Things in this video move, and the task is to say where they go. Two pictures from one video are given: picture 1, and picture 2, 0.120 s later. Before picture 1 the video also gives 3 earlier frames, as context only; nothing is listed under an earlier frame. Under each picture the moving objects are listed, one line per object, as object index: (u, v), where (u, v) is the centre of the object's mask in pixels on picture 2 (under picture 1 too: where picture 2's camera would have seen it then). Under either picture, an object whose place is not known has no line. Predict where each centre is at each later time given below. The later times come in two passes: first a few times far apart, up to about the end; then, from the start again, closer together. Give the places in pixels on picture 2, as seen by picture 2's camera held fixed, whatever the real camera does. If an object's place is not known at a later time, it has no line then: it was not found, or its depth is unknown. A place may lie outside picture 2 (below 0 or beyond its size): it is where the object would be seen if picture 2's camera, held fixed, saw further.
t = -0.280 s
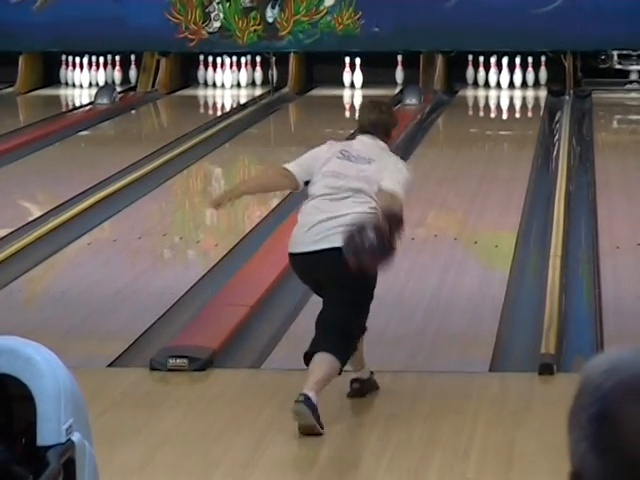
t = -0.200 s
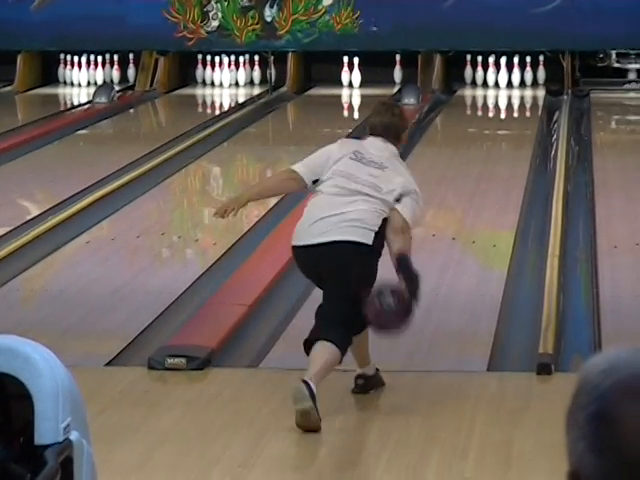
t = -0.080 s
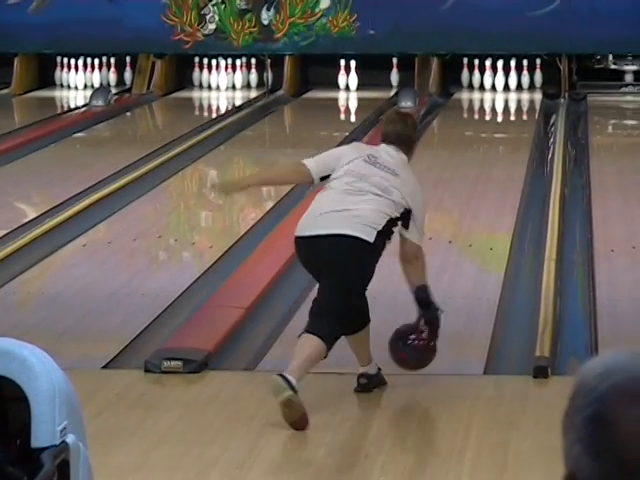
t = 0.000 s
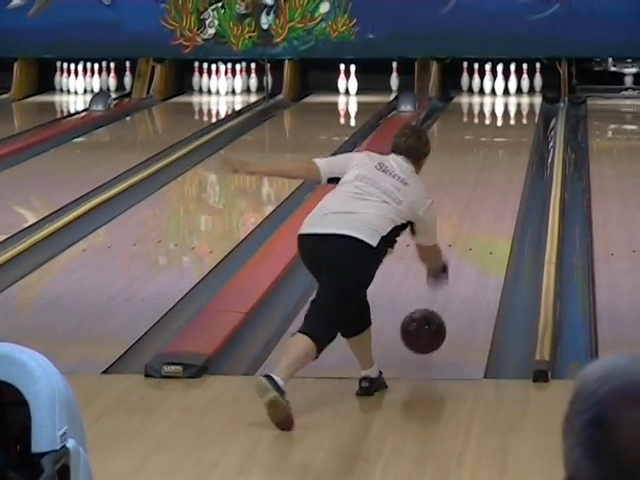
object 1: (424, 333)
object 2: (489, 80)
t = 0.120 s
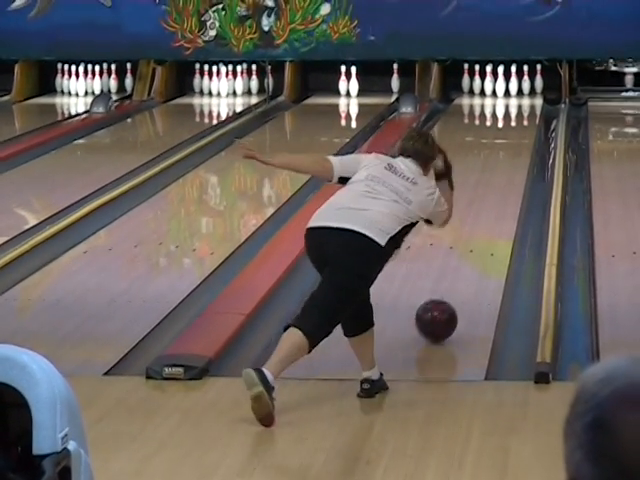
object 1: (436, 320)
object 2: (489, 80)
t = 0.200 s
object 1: (443, 303)
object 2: (489, 80)
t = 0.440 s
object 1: (461, 259)
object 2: (489, 80)
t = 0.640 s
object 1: (472, 229)
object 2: (489, 80)
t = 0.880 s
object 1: (483, 201)
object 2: (489, 80)
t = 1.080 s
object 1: (491, 181)
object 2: (489, 80)
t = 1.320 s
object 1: (498, 161)
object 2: (489, 80)
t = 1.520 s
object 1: (502, 147)
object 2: (490, 80)
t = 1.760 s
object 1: (505, 131)
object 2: (489, 80)
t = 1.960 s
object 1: (508, 122)
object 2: (490, 80)
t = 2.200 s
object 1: (509, 111)
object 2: (490, 80)
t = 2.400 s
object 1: (509, 103)
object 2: (490, 80)
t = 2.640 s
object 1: (506, 96)
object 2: (490, 80)
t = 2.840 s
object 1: (503, 90)
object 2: (490, 80)
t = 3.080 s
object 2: (468, 82)
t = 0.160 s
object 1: (439, 312)
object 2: (489, 80)
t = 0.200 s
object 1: (443, 303)
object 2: (489, 80)
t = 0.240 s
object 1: (446, 295)
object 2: (489, 80)
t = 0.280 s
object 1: (449, 287)
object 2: (489, 80)
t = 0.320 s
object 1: (453, 280)
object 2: (489, 80)
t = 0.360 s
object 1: (456, 273)
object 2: (489, 80)
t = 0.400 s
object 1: (459, 265)
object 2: (489, 80)
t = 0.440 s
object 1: (461, 259)
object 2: (489, 80)
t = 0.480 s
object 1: (464, 252)
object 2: (489, 80)
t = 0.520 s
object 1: (466, 246)
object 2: (489, 80)
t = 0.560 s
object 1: (468, 240)
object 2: (489, 80)
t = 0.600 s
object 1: (471, 234)
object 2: (489, 80)
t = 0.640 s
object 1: (472, 229)
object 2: (489, 80)
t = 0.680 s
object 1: (475, 225)
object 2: (489, 80)
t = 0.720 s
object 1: (477, 219)
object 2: (489, 80)
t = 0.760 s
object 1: (478, 214)
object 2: (489, 80)
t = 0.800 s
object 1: (480, 209)
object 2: (489, 80)
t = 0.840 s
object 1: (482, 205)
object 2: (489, 80)
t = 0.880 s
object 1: (483, 201)
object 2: (489, 80)
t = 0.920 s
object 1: (485, 196)
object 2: (489, 80)
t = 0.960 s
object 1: (486, 192)
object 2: (489, 80)
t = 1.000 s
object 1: (488, 189)
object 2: (489, 80)
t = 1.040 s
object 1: (489, 185)
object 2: (489, 80)
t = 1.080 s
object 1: (491, 181)
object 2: (489, 80)
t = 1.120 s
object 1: (492, 177)
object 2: (489, 80)
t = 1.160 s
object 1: (493, 174)
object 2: (489, 80)
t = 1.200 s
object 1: (495, 171)
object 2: (489, 80)
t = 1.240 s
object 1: (496, 167)
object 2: (489, 80)
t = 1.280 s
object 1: (496, 164)
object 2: (489, 80)
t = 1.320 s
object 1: (498, 161)
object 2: (489, 80)
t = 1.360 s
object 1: (498, 158)
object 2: (490, 80)
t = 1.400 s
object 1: (499, 155)
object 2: (490, 80)
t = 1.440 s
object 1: (500, 152)
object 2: (490, 80)
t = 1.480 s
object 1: (501, 149)
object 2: (490, 80)
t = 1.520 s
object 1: (502, 147)
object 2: (490, 80)
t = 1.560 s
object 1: (503, 144)
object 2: (490, 80)
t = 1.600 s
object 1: (504, 141)
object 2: (490, 80)
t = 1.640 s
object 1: (504, 139)
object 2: (490, 80)
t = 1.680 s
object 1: (505, 137)
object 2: (490, 80)
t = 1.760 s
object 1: (505, 131)
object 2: (489, 80)
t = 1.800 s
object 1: (506, 129)
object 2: (490, 80)
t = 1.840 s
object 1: (507, 127)
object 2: (489, 80)
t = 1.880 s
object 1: (507, 125)
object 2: (490, 80)
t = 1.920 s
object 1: (508, 123)
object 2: (489, 80)
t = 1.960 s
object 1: (508, 122)
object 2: (490, 80)
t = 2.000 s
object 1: (507, 119)
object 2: (489, 80)
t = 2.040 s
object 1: (508, 118)
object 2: (489, 80)
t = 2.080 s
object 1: (508, 116)
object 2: (490, 80)
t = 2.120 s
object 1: (508, 114)
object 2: (489, 80)
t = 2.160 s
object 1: (509, 112)
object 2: (490, 80)
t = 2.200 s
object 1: (509, 111)
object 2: (490, 80)
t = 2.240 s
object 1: (509, 110)
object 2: (490, 80)
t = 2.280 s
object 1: (509, 108)
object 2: (489, 80)
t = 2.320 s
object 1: (509, 106)
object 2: (489, 80)
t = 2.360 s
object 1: (508, 104)
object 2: (489, 80)
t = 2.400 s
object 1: (509, 103)
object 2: (490, 80)
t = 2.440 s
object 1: (508, 102)
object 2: (489, 80)
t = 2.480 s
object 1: (508, 100)
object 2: (490, 80)
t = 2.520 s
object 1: (508, 100)
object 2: (490, 80)
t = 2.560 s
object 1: (507, 98)
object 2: (490, 80)
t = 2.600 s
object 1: (507, 97)
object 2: (490, 80)
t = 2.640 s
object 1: (506, 96)
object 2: (490, 80)
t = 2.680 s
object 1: (506, 95)
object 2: (490, 80)
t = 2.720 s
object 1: (505, 94)
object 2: (490, 80)
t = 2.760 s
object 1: (504, 92)
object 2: (490, 80)
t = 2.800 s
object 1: (503, 92)
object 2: (490, 80)
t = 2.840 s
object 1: (503, 90)
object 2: (490, 80)
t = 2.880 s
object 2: (489, 80)
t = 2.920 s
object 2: (484, 81)
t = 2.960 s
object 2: (480, 82)
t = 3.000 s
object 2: (477, 83)
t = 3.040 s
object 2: (472, 81)
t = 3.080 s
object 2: (468, 82)
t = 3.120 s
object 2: (464, 83)
